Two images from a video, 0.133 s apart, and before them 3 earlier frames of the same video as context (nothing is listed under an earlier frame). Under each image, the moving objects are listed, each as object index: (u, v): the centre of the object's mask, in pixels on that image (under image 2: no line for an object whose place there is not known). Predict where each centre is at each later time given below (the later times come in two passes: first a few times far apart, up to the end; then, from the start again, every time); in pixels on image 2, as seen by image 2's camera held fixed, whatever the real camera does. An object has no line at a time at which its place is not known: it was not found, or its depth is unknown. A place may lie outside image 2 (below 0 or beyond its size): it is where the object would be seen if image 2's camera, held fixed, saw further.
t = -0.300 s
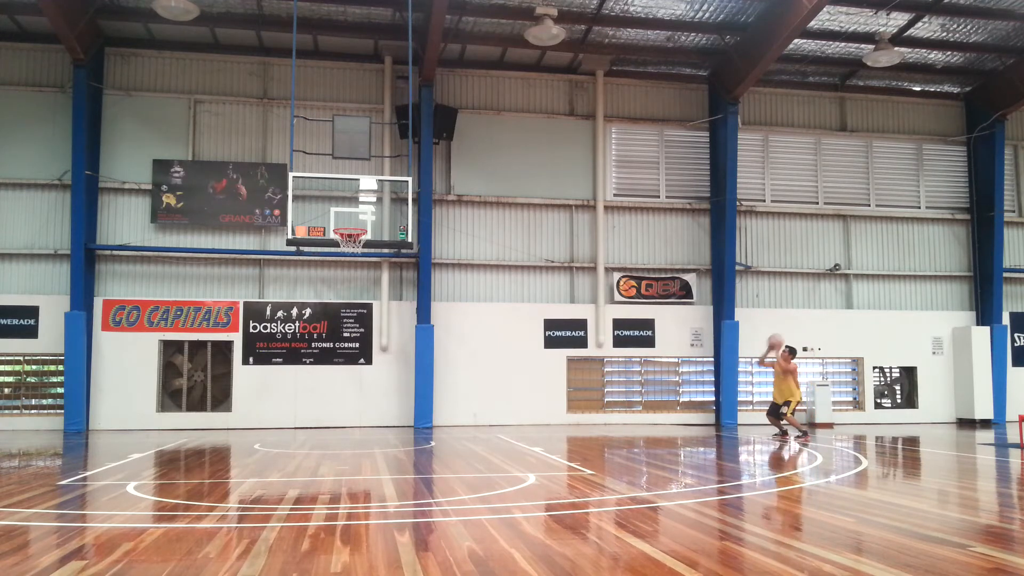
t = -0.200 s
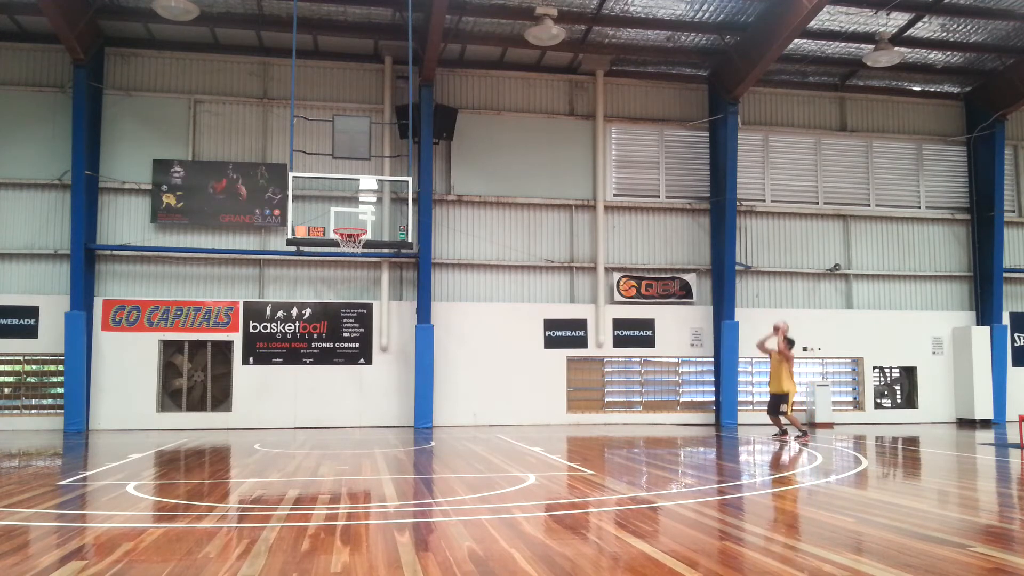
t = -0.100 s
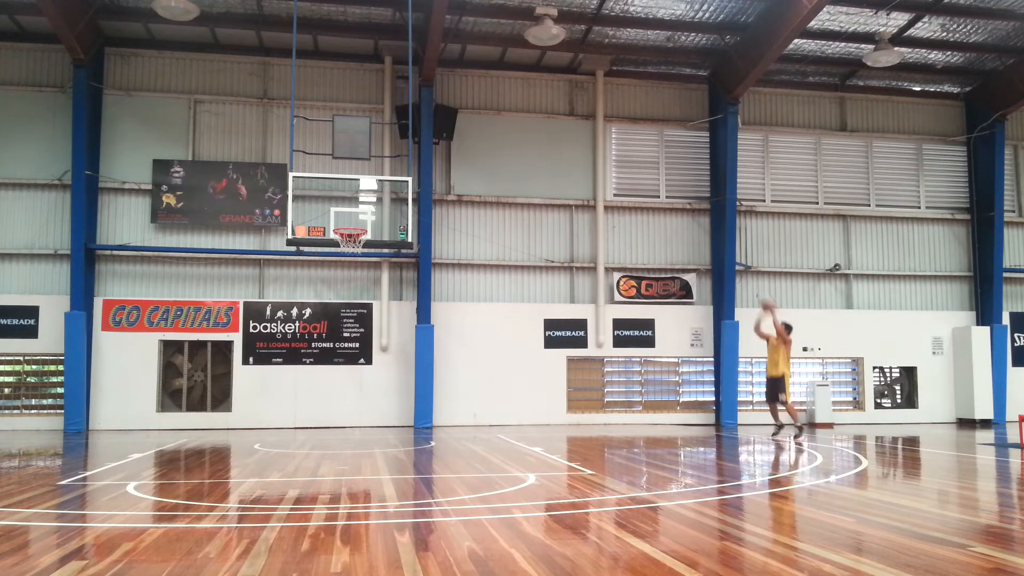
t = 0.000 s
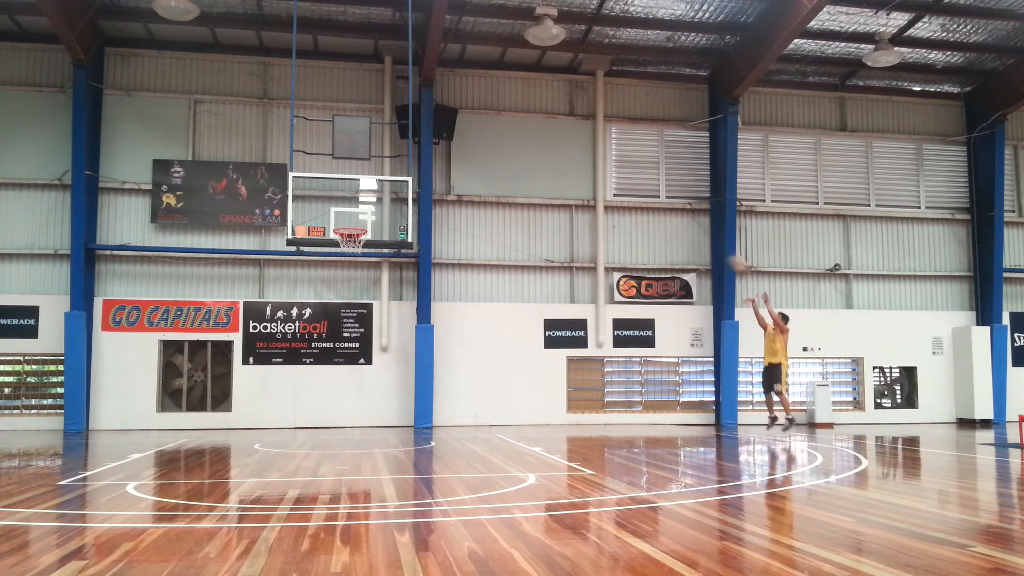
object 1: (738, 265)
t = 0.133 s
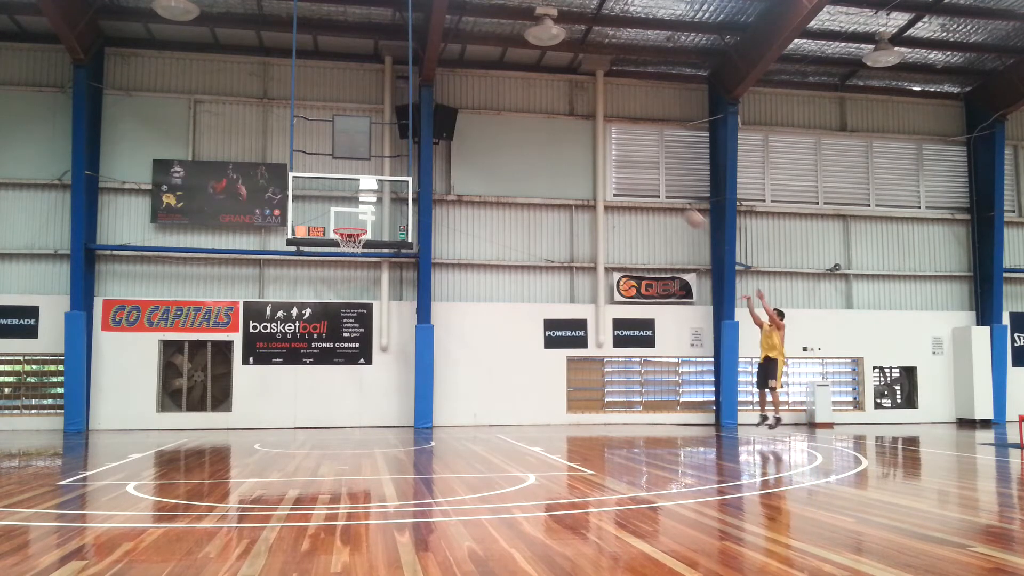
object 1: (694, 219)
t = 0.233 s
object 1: (663, 192)
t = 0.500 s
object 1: (572, 148)
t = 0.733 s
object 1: (493, 146)
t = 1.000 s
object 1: (399, 188)
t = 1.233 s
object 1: (337, 250)
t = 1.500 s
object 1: (323, 340)
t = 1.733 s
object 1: (313, 422)
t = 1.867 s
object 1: (324, 377)
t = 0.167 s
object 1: (685, 210)
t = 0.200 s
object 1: (673, 200)
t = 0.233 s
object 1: (663, 192)
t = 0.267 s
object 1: (650, 185)
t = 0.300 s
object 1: (640, 178)
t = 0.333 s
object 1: (629, 171)
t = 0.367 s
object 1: (618, 165)
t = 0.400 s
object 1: (605, 160)
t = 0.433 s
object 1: (595, 155)
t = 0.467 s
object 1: (584, 152)
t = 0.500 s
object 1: (572, 148)
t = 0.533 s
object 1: (562, 146)
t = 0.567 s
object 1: (550, 145)
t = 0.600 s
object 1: (538, 143)
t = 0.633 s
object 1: (527, 143)
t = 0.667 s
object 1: (516, 144)
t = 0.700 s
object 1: (504, 144)
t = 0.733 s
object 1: (493, 146)
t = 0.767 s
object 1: (481, 149)
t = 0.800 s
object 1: (470, 152)
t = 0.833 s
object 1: (458, 155)
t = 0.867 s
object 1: (447, 160)
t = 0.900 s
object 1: (435, 166)
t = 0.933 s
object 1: (423, 172)
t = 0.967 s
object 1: (413, 178)
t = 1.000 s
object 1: (399, 188)
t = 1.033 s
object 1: (388, 195)
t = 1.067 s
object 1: (375, 205)
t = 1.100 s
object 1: (364, 216)
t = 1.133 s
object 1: (350, 223)
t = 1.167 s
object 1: (341, 239)
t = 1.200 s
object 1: (339, 244)
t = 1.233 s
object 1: (337, 250)
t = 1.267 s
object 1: (336, 262)
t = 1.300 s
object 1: (334, 271)
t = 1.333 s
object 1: (331, 281)
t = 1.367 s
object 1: (330, 291)
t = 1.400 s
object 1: (328, 303)
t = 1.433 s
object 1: (327, 314)
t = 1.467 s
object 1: (325, 326)
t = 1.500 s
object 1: (323, 340)
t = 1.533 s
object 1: (321, 354)
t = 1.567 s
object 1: (319, 367)
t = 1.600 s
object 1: (317, 384)
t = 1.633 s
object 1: (315, 399)
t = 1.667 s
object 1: (312, 416)
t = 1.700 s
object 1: (310, 432)
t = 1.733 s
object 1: (313, 422)
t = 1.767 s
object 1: (315, 410)
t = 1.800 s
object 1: (318, 398)
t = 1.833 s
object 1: (321, 387)
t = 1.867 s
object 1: (324, 377)
